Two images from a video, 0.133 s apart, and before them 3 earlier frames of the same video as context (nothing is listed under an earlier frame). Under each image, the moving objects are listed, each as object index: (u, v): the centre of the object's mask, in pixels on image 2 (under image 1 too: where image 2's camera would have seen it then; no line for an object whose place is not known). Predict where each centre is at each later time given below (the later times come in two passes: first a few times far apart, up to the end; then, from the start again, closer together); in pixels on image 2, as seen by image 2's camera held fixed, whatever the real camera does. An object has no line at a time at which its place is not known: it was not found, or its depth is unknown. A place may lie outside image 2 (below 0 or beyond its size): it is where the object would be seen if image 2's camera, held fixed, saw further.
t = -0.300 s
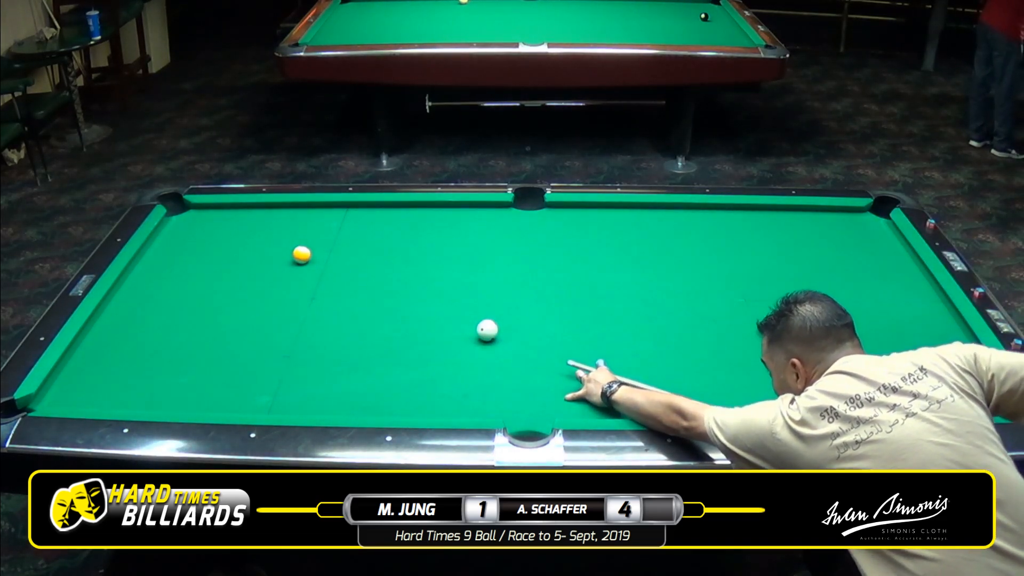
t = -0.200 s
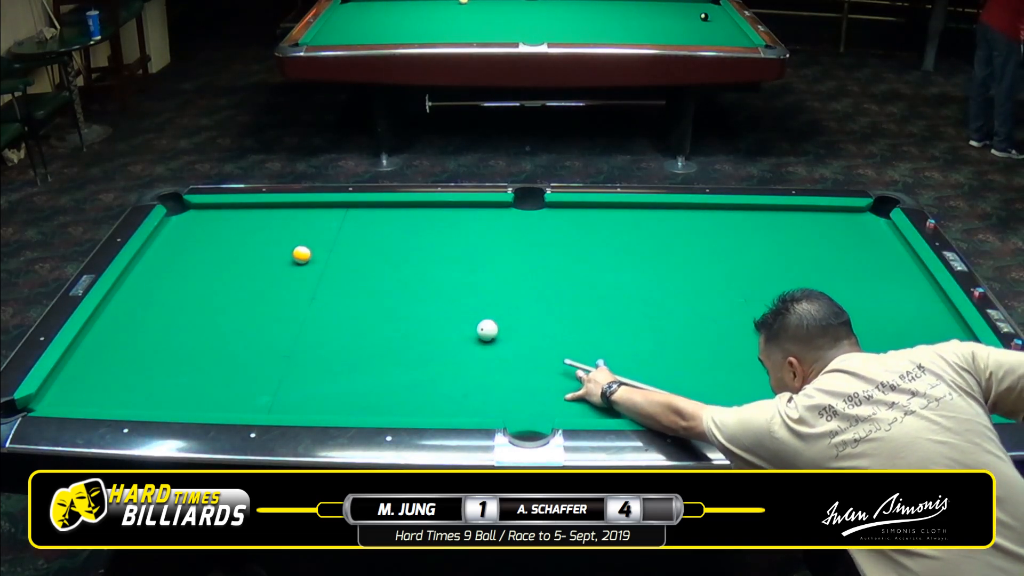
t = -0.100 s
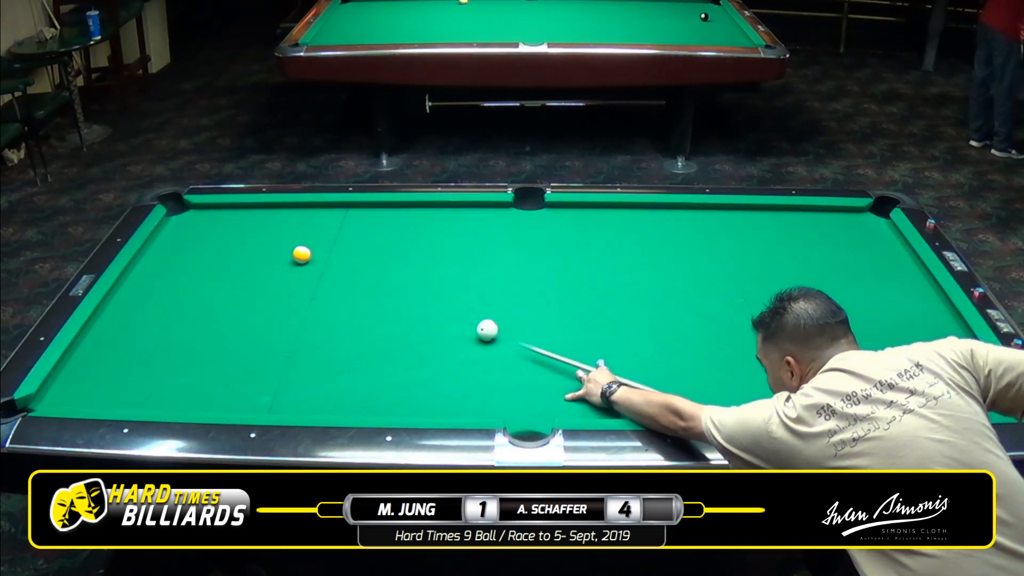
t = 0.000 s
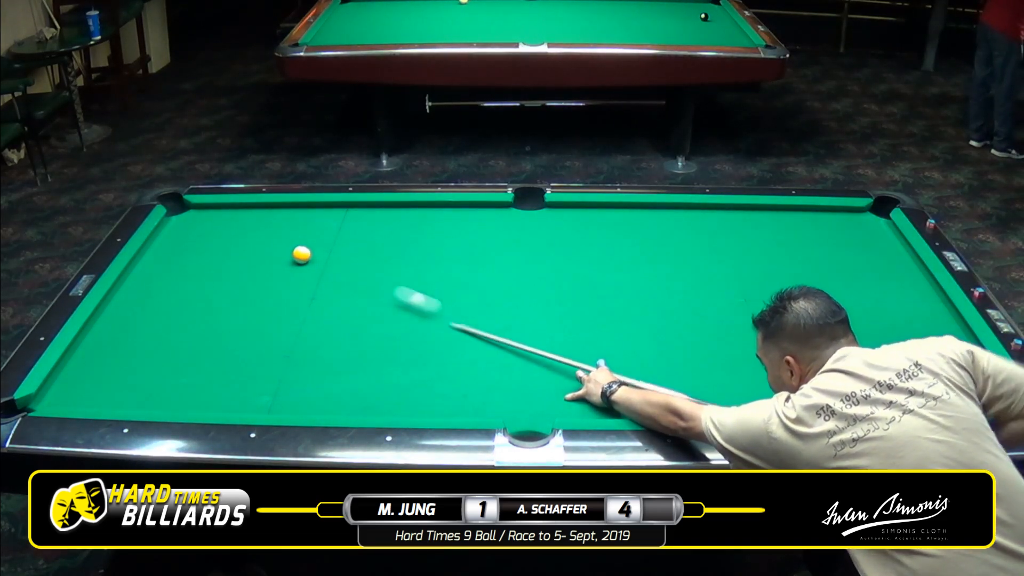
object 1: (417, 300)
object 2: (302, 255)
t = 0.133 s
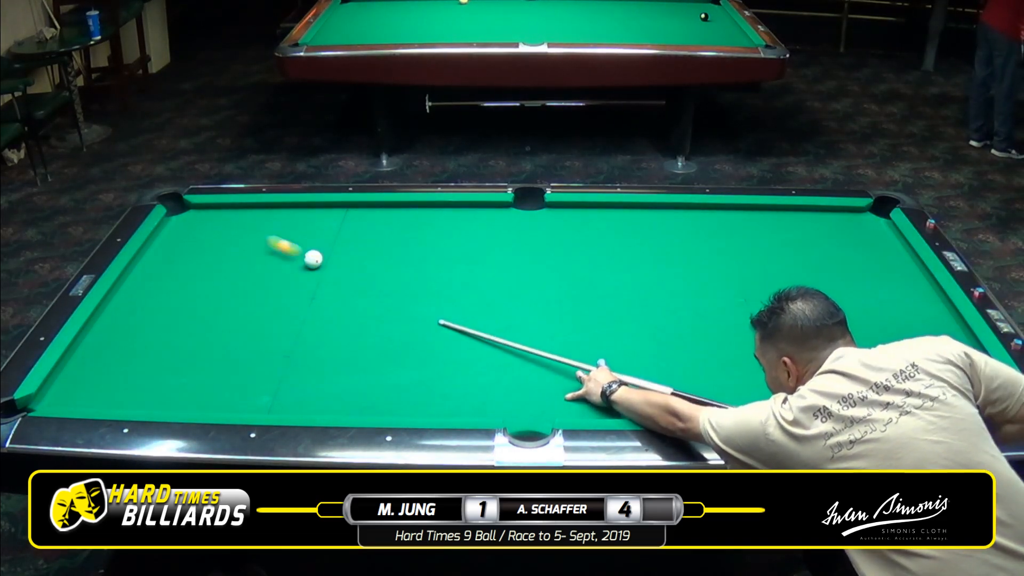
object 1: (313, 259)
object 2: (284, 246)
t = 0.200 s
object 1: (313, 259)
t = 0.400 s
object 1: (313, 258)
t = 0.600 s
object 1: (313, 257)
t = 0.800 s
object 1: (313, 258)
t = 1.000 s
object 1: (313, 258)
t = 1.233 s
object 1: (313, 258)
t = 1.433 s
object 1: (313, 258)
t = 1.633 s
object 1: (313, 258)
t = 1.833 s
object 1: (313, 258)
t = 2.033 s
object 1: (313, 258)
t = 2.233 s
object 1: (313, 258)
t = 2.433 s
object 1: (313, 258)
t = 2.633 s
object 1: (313, 258)
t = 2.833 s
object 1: (313, 258)
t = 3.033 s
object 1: (313, 258)
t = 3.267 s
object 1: (313, 258)
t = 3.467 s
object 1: (313, 258)
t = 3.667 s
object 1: (313, 258)
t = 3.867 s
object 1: (313, 258)
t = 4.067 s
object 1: (313, 258)
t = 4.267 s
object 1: (313, 258)
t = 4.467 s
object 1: (313, 258)
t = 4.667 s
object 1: (313, 258)
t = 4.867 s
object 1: (313, 258)
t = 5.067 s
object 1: (313, 258)
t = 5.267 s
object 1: (313, 258)
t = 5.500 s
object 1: (313, 258)
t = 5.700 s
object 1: (313, 258)
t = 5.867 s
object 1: (313, 258)
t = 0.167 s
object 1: (313, 259)
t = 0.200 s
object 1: (313, 259)
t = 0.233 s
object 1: (313, 259)
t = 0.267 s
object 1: (313, 259)
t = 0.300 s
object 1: (313, 258)
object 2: (178, 205)
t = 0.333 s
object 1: (313, 258)
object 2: (169, 202)
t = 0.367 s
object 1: (313, 258)
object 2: (170, 210)
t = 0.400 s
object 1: (313, 258)
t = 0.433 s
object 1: (313, 258)
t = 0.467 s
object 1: (313, 258)
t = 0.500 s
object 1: (313, 258)
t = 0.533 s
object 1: (313, 258)
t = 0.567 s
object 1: (313, 258)
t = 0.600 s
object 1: (313, 257)
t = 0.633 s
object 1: (313, 258)
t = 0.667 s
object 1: (313, 258)
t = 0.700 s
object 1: (313, 258)
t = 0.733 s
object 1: (313, 258)
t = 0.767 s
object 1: (313, 258)
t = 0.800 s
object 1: (313, 258)
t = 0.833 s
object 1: (313, 258)
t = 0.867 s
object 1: (313, 258)
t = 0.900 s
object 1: (313, 258)
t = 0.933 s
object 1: (313, 258)
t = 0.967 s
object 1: (313, 258)
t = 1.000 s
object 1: (313, 258)
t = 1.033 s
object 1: (313, 258)
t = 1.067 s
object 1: (313, 258)
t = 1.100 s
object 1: (313, 258)
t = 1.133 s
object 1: (313, 258)
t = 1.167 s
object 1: (313, 258)
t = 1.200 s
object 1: (313, 258)
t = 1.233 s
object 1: (313, 258)
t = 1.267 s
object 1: (313, 258)
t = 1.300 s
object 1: (313, 258)
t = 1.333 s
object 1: (313, 258)
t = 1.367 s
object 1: (313, 258)
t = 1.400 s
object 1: (313, 258)
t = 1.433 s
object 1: (313, 258)
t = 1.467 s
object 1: (313, 258)
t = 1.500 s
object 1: (313, 258)
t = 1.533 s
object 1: (313, 258)
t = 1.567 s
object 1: (313, 258)
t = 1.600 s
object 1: (313, 258)
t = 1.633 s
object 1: (313, 258)
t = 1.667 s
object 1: (313, 258)
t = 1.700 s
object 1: (313, 258)
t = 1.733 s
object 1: (313, 258)
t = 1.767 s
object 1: (313, 258)
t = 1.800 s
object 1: (313, 258)
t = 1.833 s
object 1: (313, 258)
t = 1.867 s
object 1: (313, 258)
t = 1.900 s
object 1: (313, 258)
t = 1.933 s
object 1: (313, 258)
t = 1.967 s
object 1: (313, 258)
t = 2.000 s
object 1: (313, 258)
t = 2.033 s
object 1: (313, 258)
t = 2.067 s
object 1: (313, 258)
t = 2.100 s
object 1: (313, 258)
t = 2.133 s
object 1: (313, 258)
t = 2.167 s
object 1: (313, 258)
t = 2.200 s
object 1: (313, 258)
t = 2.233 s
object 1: (313, 258)
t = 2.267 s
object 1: (313, 258)
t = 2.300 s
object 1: (313, 258)
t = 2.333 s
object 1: (313, 258)
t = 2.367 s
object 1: (313, 258)
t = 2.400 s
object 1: (313, 258)
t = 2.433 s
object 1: (313, 258)
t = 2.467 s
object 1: (313, 258)
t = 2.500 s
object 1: (313, 258)
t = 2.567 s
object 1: (313, 258)
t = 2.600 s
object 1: (313, 258)
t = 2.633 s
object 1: (313, 258)
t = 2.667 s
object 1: (313, 258)
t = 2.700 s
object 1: (313, 258)
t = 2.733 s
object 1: (313, 258)
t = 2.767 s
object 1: (313, 258)
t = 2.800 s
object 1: (313, 258)
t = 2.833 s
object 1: (313, 258)
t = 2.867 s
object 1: (313, 258)
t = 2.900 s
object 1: (313, 258)
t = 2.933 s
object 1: (313, 258)
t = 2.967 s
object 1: (313, 258)
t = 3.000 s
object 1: (313, 258)
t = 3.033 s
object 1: (313, 258)
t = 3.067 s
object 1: (313, 258)
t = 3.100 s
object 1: (313, 258)
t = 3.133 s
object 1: (313, 258)
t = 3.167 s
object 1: (313, 258)
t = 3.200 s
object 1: (313, 258)
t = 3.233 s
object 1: (313, 258)
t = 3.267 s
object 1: (313, 258)
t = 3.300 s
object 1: (313, 258)
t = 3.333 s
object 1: (313, 258)
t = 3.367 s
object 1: (313, 258)
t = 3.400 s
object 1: (313, 258)
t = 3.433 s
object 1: (313, 258)
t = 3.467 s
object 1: (313, 258)
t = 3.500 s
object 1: (313, 258)
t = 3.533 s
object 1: (313, 258)
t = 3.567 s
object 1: (313, 258)
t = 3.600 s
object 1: (313, 258)
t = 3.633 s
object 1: (313, 258)
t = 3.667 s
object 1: (313, 258)
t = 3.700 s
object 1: (313, 258)
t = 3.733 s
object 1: (313, 258)
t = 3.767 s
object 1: (313, 258)
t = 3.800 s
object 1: (313, 258)
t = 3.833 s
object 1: (313, 258)
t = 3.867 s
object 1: (313, 258)
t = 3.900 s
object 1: (313, 258)
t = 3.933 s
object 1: (313, 258)
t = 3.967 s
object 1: (313, 258)
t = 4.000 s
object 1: (313, 258)
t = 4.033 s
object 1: (313, 258)
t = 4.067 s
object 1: (313, 258)
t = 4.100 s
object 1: (313, 258)
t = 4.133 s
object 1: (313, 258)
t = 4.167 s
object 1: (313, 258)
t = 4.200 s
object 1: (313, 258)
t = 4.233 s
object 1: (313, 258)
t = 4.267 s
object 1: (313, 258)
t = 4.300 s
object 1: (313, 258)
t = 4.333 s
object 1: (313, 258)
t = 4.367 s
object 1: (313, 258)
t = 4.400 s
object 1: (313, 258)
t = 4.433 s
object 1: (313, 258)
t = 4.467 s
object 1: (313, 258)
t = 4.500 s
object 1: (313, 258)
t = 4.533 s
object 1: (313, 258)
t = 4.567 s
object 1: (313, 258)
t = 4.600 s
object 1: (313, 258)
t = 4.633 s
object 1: (313, 258)
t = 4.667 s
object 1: (313, 258)
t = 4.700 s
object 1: (313, 258)
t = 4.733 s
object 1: (313, 258)
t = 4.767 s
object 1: (313, 258)
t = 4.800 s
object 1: (313, 258)
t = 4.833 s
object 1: (313, 258)
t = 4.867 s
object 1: (313, 258)
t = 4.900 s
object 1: (313, 258)
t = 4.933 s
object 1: (313, 258)
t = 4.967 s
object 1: (313, 258)
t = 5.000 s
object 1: (313, 258)
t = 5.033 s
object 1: (313, 258)
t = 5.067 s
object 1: (313, 258)
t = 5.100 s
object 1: (313, 258)
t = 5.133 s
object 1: (313, 258)
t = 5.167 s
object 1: (313, 258)
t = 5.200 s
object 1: (313, 258)
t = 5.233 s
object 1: (313, 258)
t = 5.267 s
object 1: (313, 258)
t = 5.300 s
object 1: (313, 258)
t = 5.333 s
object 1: (313, 258)
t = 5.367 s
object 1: (313, 258)
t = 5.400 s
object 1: (313, 258)
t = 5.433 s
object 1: (313, 258)
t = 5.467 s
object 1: (313, 258)
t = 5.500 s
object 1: (313, 258)
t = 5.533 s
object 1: (313, 258)
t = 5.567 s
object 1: (313, 258)
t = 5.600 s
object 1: (313, 258)
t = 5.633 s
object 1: (313, 258)
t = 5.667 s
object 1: (313, 258)
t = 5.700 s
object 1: (313, 258)
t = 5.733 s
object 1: (313, 258)
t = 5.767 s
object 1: (313, 258)
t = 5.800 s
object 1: (313, 258)
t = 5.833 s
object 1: (313, 258)
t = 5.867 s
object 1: (313, 258)
